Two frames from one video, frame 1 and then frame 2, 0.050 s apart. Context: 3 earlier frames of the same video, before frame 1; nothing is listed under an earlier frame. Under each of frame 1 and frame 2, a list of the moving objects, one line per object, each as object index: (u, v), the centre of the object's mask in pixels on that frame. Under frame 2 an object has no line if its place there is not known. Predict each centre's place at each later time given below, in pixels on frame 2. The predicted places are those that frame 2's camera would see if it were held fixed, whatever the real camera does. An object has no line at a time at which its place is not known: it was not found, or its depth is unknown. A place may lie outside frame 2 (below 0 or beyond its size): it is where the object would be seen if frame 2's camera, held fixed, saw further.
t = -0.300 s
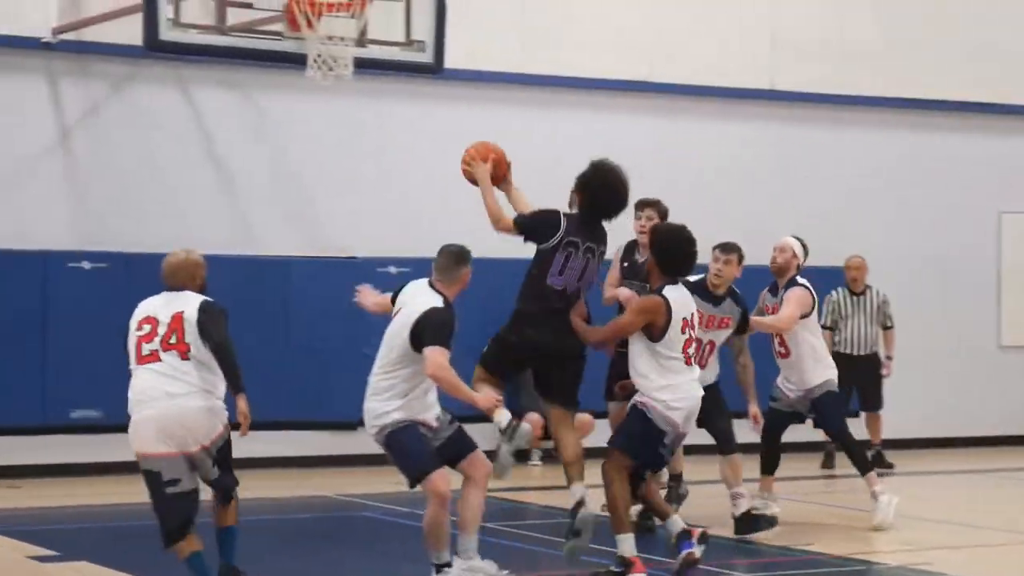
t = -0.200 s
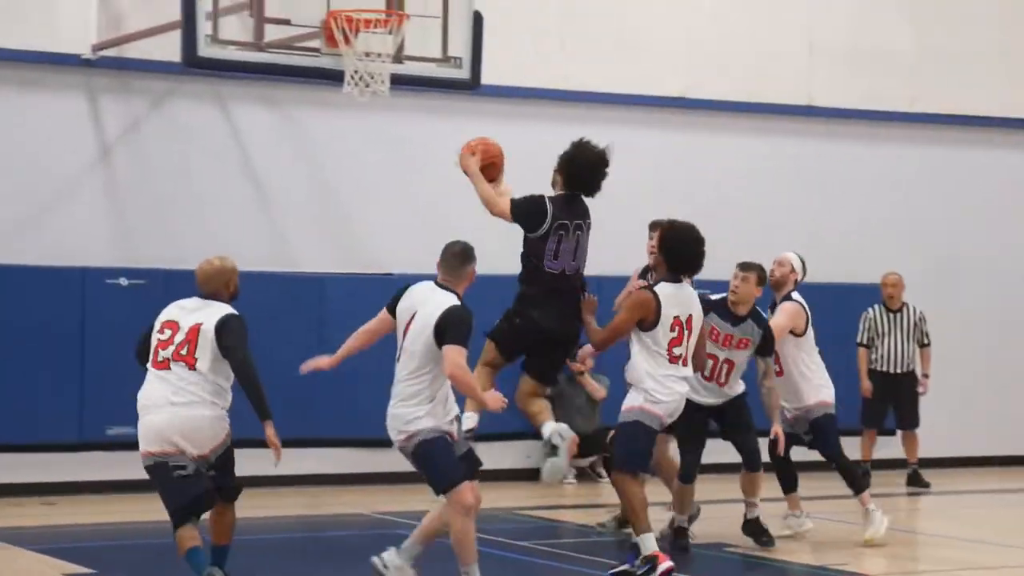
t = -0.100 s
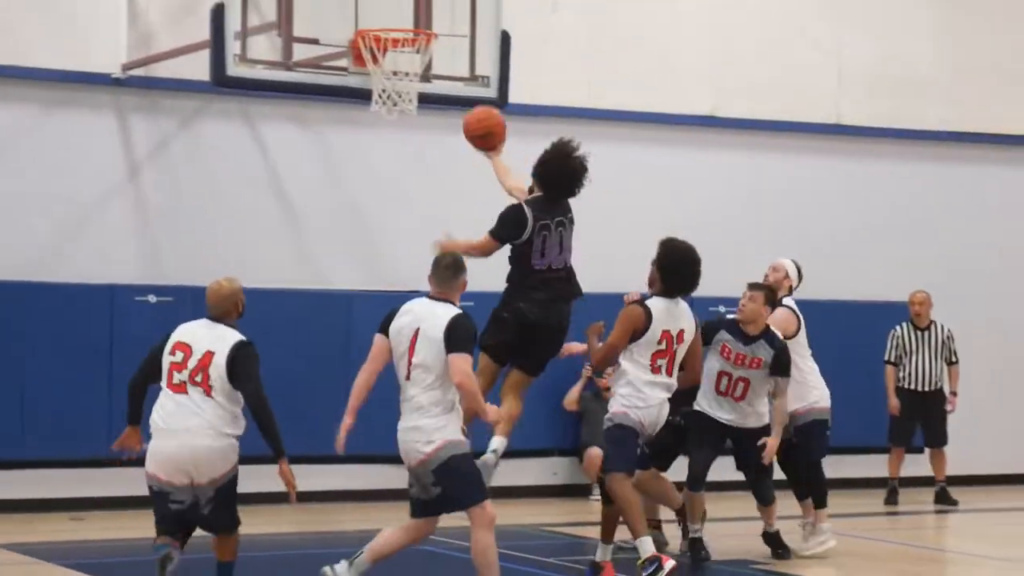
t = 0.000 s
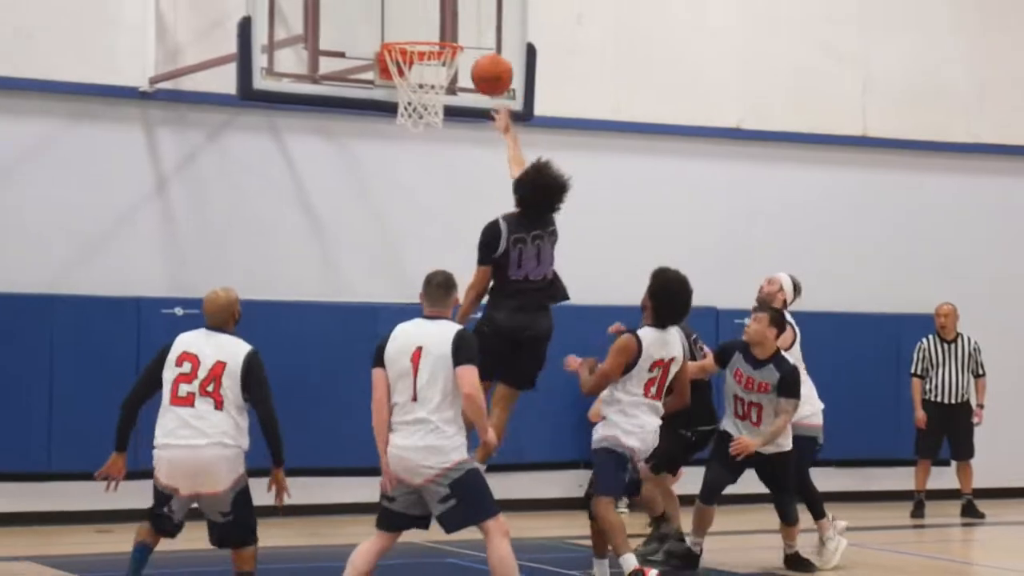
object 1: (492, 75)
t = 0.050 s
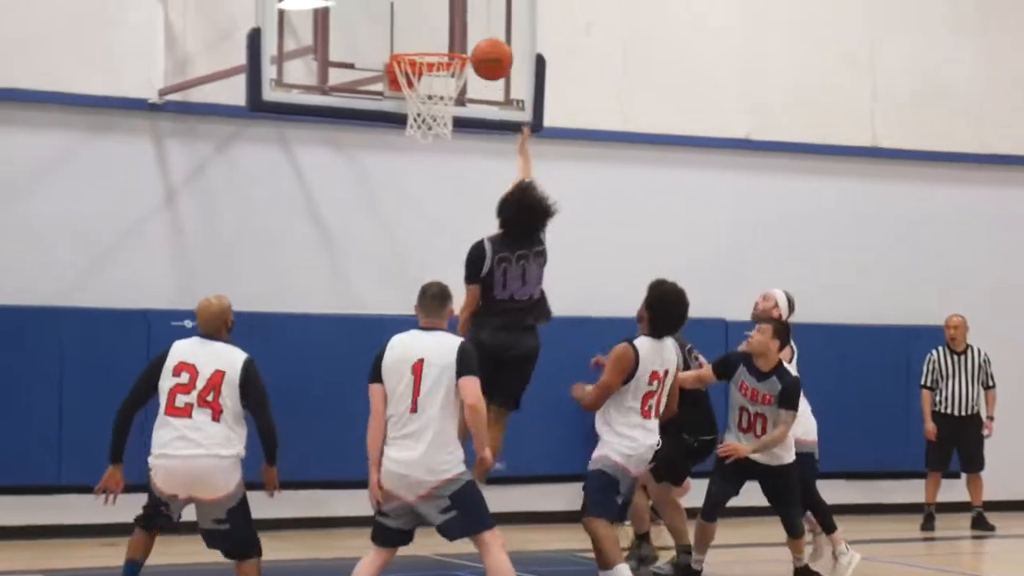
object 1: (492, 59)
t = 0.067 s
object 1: (489, 51)
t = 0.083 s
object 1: (485, 43)
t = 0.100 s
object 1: (483, 36)
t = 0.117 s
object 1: (479, 30)
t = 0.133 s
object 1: (476, 24)
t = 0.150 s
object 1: (472, 18)
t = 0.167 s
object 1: (470, 13)
